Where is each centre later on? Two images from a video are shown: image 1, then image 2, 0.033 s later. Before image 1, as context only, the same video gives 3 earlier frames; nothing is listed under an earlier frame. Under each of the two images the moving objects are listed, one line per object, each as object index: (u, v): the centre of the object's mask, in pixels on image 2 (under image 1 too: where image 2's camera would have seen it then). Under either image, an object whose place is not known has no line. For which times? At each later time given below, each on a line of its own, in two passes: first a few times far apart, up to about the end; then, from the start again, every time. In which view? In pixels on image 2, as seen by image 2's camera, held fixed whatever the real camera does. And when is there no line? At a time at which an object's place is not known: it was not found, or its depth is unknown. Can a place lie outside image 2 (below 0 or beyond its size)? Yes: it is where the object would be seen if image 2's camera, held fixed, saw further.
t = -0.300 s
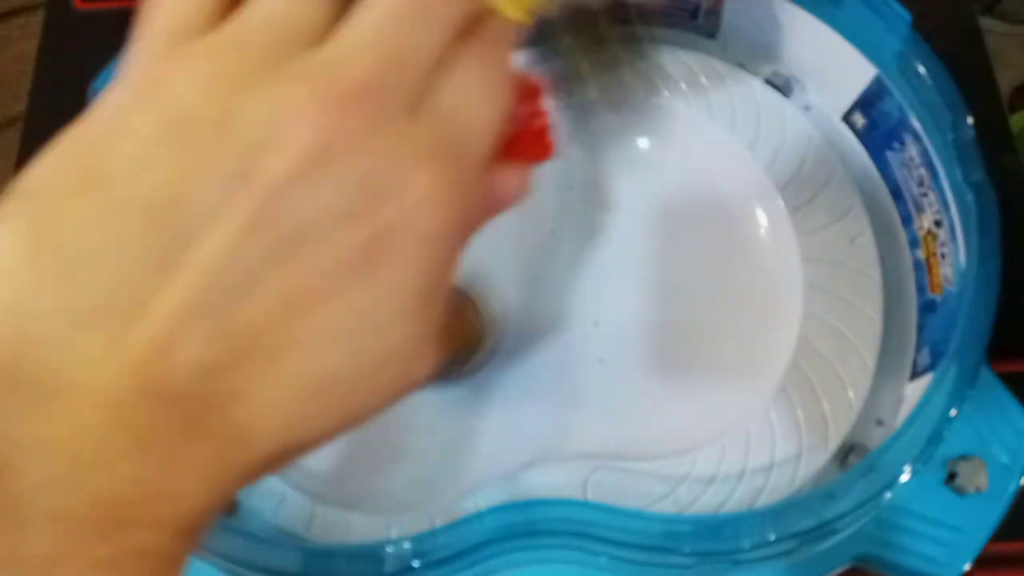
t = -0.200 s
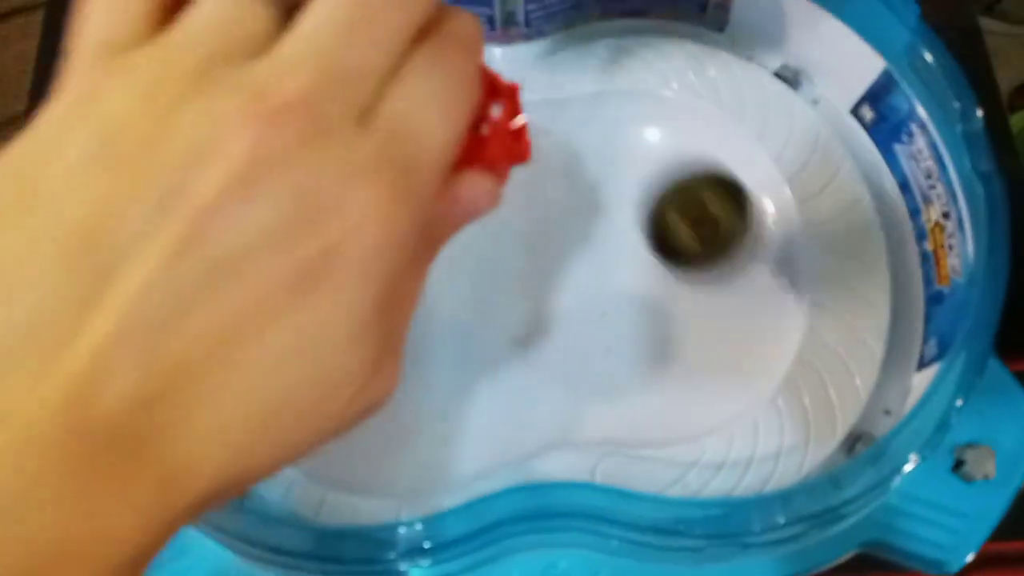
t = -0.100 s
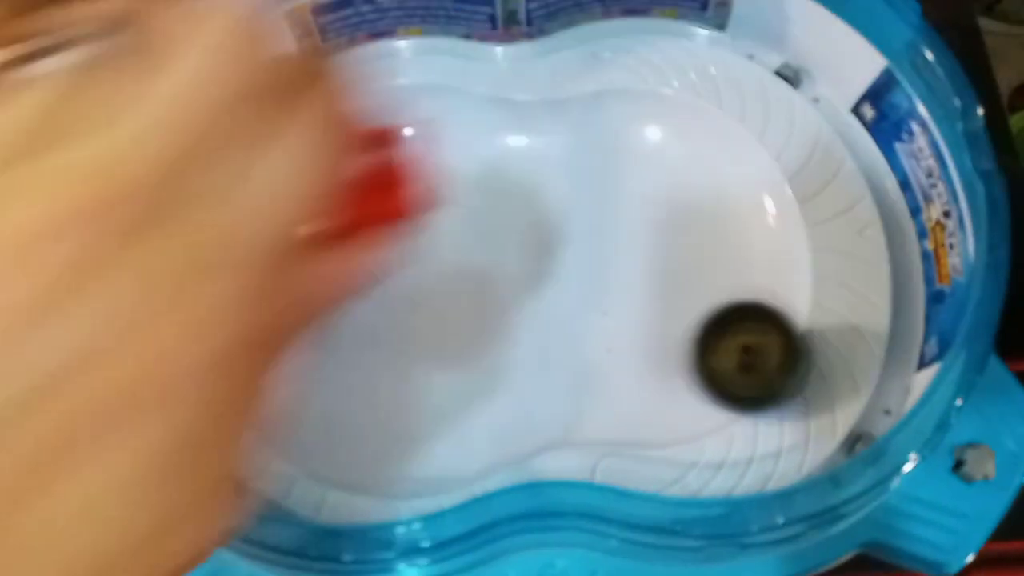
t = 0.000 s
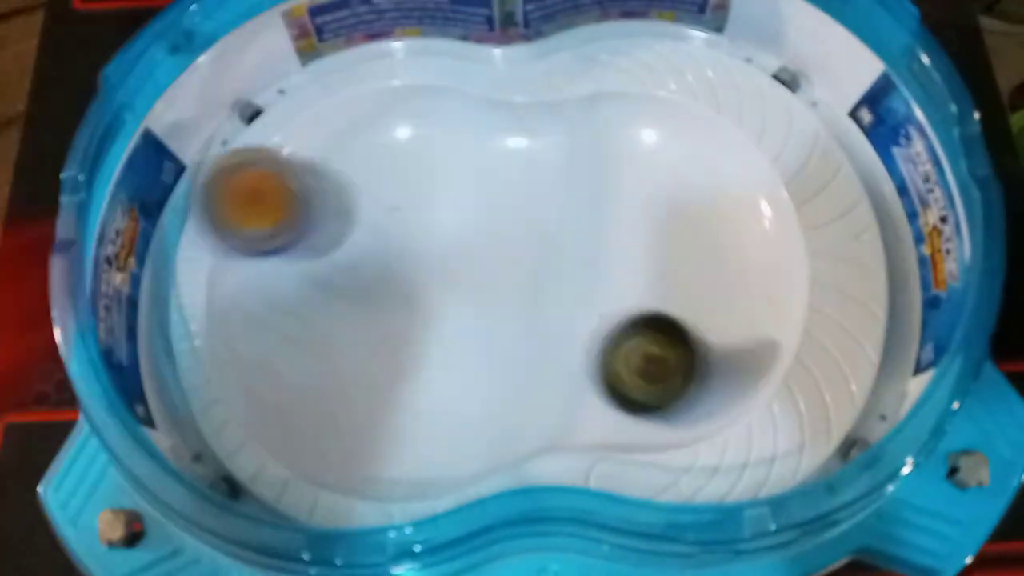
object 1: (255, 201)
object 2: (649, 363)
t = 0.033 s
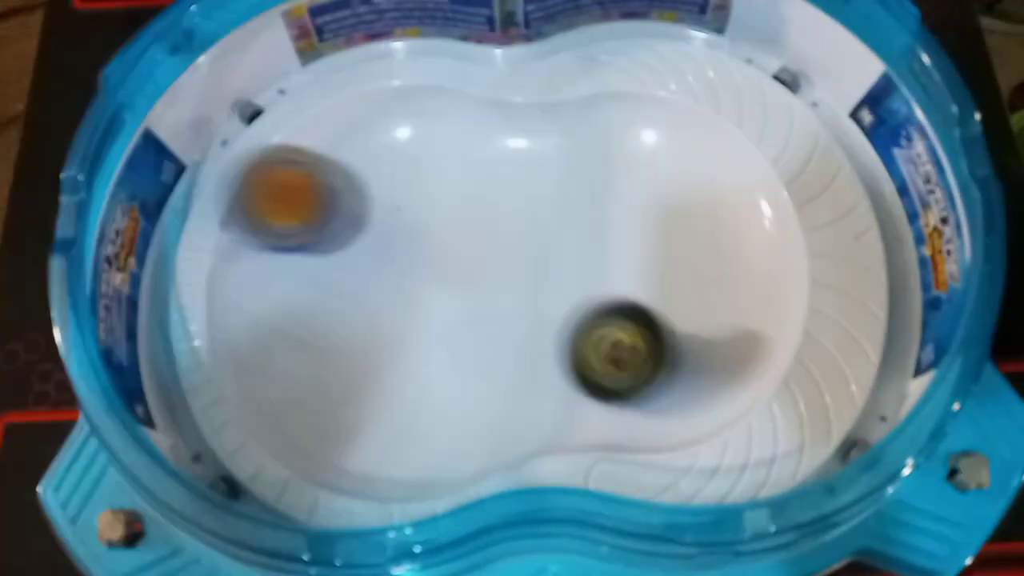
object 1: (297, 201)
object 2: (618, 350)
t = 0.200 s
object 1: (451, 174)
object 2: (518, 256)
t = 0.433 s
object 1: (444, 212)
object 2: (741, 323)
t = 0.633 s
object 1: (404, 345)
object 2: (738, 230)
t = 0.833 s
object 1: (296, 303)
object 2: (593, 219)
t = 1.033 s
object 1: (373, 175)
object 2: (559, 353)
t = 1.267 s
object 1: (565, 250)
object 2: (721, 333)
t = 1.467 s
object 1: (546, 348)
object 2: (602, 226)
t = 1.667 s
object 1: (391, 397)
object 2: (370, 225)
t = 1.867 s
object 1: (349, 326)
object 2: (237, 251)
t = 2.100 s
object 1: (493, 265)
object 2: (336, 279)
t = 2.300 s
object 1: (625, 262)
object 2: (426, 194)
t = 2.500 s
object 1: (722, 296)
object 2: (381, 119)
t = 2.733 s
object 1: (597, 324)
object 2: (394, 236)
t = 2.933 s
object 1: (589, 218)
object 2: (494, 288)
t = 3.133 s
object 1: (692, 162)
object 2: (612, 354)
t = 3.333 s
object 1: (700, 269)
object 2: (740, 355)
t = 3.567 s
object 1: (531, 255)
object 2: (678, 277)
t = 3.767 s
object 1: (415, 240)
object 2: (537, 256)
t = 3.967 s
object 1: (320, 181)
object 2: (422, 232)
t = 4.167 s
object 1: (397, 130)
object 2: (372, 254)
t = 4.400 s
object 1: (414, 248)
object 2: (357, 344)
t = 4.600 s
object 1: (337, 278)
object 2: (407, 409)
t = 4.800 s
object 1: (325, 225)
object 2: (447, 341)
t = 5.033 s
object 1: (379, 230)
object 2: (477, 289)
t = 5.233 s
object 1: (372, 297)
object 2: (511, 270)
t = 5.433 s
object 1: (334, 288)
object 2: (536, 262)
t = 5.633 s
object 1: (400, 277)
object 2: (542, 260)
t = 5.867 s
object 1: (425, 351)
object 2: (531, 259)
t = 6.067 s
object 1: (373, 354)
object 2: (503, 257)
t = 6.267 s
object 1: (388, 279)
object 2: (492, 242)
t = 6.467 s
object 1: (387, 234)
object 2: (560, 211)
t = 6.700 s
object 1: (426, 280)
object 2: (635, 246)
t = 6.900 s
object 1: (368, 297)
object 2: (694, 281)
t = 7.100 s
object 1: (390, 238)
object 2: (693, 283)
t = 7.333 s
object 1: (440, 291)
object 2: (619, 291)
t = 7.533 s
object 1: (382, 327)
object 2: (536, 263)
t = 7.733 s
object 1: (365, 265)
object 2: (450, 189)
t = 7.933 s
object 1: (403, 260)
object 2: (366, 119)
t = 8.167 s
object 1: (407, 332)
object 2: (355, 232)
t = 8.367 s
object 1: (379, 407)
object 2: (377, 244)
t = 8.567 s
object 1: (364, 355)
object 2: (405, 245)
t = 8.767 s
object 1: (429, 337)
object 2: (430, 209)
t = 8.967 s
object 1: (473, 317)
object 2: (424, 199)
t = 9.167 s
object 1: (514, 256)
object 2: (396, 235)
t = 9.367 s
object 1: (561, 198)
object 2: (365, 301)
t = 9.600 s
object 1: (628, 145)
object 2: (369, 355)
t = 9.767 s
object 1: (679, 172)
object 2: (392, 351)
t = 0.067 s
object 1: (325, 195)
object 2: (591, 335)
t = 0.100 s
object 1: (359, 180)
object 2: (568, 317)
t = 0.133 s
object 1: (393, 172)
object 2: (546, 296)
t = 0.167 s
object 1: (423, 170)
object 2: (528, 274)
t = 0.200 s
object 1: (451, 174)
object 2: (518, 256)
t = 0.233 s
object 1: (453, 167)
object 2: (532, 262)
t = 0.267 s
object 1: (450, 160)
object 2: (557, 271)
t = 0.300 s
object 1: (446, 159)
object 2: (584, 280)
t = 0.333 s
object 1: (443, 165)
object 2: (620, 297)
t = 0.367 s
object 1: (442, 176)
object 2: (657, 310)
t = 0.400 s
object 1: (442, 192)
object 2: (693, 319)
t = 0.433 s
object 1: (444, 212)
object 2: (741, 323)
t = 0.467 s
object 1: (449, 236)
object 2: (767, 305)
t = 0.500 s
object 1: (454, 262)
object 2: (779, 285)
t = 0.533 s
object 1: (452, 285)
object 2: (787, 273)
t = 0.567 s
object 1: (443, 306)
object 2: (780, 259)
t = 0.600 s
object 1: (425, 328)
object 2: (762, 247)
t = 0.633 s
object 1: (404, 345)
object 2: (738, 230)
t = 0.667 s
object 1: (379, 357)
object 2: (711, 218)
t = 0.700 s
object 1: (353, 360)
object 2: (682, 206)
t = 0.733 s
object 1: (331, 354)
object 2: (655, 200)
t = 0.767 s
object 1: (315, 343)
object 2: (631, 199)
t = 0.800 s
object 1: (303, 325)
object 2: (611, 206)
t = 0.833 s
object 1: (296, 303)
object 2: (593, 219)
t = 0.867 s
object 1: (294, 278)
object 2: (576, 237)
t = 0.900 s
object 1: (299, 251)
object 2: (564, 262)
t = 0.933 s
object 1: (309, 228)
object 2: (556, 288)
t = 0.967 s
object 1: (324, 208)
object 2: (551, 313)
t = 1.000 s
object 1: (345, 189)
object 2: (552, 335)
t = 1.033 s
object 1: (373, 175)
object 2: (559, 353)
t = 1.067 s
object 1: (405, 168)
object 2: (572, 368)
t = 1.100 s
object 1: (435, 168)
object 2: (592, 380)
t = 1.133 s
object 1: (461, 176)
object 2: (617, 387)
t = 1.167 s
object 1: (489, 192)
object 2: (647, 389)
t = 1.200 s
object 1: (517, 210)
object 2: (682, 381)
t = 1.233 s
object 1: (543, 230)
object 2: (708, 360)
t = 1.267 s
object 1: (565, 250)
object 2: (721, 333)
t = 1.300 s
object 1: (578, 271)
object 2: (721, 304)
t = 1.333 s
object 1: (585, 291)
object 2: (710, 280)
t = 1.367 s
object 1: (584, 310)
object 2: (693, 258)
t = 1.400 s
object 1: (576, 327)
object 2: (667, 243)
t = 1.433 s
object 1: (563, 339)
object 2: (634, 231)
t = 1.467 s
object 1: (546, 348)
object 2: (602, 226)
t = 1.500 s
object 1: (524, 355)
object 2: (568, 225)
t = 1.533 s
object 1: (500, 362)
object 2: (528, 225)
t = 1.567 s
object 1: (472, 372)
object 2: (489, 225)
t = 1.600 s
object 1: (447, 383)
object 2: (445, 226)
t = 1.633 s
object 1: (419, 393)
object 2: (402, 226)
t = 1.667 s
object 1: (391, 397)
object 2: (370, 225)
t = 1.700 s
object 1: (365, 392)
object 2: (339, 228)
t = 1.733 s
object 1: (342, 378)
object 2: (311, 237)
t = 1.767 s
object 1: (324, 358)
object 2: (284, 252)
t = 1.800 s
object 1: (327, 350)
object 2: (254, 259)
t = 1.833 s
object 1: (339, 341)
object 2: (238, 251)
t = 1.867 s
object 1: (349, 326)
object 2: (237, 251)
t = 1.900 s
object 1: (360, 306)
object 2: (244, 260)
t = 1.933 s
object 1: (382, 287)
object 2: (253, 267)
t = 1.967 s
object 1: (406, 274)
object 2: (263, 270)
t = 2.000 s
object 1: (428, 265)
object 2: (281, 275)
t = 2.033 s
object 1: (449, 262)
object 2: (297, 279)
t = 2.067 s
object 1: (470, 263)
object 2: (316, 280)
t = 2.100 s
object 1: (493, 265)
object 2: (336, 279)
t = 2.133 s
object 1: (514, 267)
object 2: (356, 274)
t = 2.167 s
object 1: (537, 266)
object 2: (376, 265)
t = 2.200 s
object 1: (559, 266)
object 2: (393, 253)
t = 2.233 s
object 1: (579, 266)
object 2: (407, 236)
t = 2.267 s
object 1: (600, 265)
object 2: (419, 216)
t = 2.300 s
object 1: (625, 262)
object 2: (426, 194)
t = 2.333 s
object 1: (648, 259)
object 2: (431, 171)
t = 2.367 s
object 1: (671, 257)
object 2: (429, 146)
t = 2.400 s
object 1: (690, 259)
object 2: (424, 122)
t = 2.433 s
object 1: (704, 266)
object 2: (412, 107)
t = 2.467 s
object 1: (712, 276)
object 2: (396, 105)
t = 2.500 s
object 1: (722, 296)
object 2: (381, 119)
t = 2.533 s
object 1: (722, 315)
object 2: (366, 138)
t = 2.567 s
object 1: (713, 333)
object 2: (356, 160)
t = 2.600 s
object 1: (696, 349)
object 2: (351, 179)
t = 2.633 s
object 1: (672, 357)
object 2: (356, 198)
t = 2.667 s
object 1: (644, 353)
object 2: (365, 213)
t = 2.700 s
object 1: (618, 340)
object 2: (379, 226)
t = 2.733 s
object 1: (597, 324)
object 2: (394, 236)
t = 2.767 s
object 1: (582, 305)
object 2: (410, 247)
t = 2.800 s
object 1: (572, 287)
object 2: (427, 255)
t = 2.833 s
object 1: (569, 271)
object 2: (443, 261)
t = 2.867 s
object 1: (570, 253)
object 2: (460, 268)
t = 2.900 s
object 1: (577, 236)
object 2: (478, 277)
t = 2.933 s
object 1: (589, 218)
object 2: (494, 288)
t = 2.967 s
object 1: (601, 202)
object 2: (510, 300)
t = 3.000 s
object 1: (615, 188)
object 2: (527, 313)
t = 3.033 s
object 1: (631, 174)
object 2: (546, 325)
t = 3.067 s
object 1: (650, 163)
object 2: (566, 335)
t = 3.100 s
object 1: (671, 159)
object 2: (589, 345)
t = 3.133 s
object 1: (692, 162)
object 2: (612, 354)
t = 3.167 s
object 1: (709, 172)
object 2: (636, 362)
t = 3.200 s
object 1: (726, 192)
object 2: (661, 367)
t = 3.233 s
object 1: (735, 216)
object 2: (685, 368)
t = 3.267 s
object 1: (741, 245)
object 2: (707, 362)
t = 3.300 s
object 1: (723, 259)
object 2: (727, 357)
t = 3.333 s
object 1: (700, 269)
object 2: (740, 355)
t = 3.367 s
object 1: (674, 280)
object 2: (746, 352)
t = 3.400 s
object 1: (648, 284)
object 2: (744, 342)
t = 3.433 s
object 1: (625, 281)
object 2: (737, 330)
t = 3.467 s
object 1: (598, 275)
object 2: (728, 314)
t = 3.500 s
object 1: (573, 267)
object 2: (715, 299)
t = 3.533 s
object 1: (553, 261)
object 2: (697, 285)
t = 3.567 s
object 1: (531, 255)
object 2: (678, 277)
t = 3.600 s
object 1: (510, 250)
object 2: (656, 271)
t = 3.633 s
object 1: (490, 245)
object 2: (634, 268)
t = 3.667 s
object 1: (471, 241)
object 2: (610, 267)
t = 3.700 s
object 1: (453, 239)
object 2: (587, 265)
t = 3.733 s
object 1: (434, 239)
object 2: (563, 262)
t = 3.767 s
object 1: (415, 240)
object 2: (537, 256)
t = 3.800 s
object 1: (397, 240)
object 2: (513, 250)
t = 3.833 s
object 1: (379, 236)
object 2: (486, 244)
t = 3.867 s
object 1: (355, 224)
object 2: (473, 240)
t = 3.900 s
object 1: (337, 213)
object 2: (458, 237)
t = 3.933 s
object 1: (327, 199)
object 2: (442, 235)
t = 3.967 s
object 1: (320, 181)
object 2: (422, 232)
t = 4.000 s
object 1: (319, 164)
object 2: (407, 233)
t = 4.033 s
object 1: (320, 146)
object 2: (399, 236)
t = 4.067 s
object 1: (336, 136)
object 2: (390, 239)
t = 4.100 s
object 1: (354, 129)
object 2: (383, 243)
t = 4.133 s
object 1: (374, 126)
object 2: (377, 248)
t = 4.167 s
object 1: (397, 130)
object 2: (372, 254)
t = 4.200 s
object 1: (414, 139)
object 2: (369, 262)
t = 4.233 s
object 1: (428, 160)
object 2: (365, 269)
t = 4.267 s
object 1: (432, 183)
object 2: (365, 277)
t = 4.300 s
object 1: (431, 205)
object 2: (365, 289)
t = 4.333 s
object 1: (428, 219)
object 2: (360, 305)
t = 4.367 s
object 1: (422, 234)
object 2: (357, 323)
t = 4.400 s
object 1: (414, 248)
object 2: (357, 344)
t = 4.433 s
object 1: (402, 260)
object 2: (358, 362)
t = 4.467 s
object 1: (390, 270)
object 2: (363, 379)
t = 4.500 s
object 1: (375, 277)
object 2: (371, 393)
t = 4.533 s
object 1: (362, 280)
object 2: (381, 403)
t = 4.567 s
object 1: (349, 280)
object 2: (394, 408)
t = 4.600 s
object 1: (337, 278)
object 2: (407, 409)
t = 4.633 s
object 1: (327, 273)
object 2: (422, 405)
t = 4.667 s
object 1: (316, 266)
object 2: (434, 397)
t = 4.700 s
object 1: (311, 257)
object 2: (443, 385)
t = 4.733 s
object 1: (313, 246)
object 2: (447, 372)
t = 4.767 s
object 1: (317, 234)
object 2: (448, 357)
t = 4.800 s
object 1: (325, 225)
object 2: (447, 341)
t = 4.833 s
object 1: (338, 219)
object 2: (444, 326)
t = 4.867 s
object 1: (352, 219)
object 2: (442, 312)
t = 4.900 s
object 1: (367, 223)
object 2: (442, 300)
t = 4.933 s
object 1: (367, 222)
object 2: (451, 299)
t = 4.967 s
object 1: (366, 222)
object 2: (460, 298)
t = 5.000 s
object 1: (372, 224)
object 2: (470, 294)
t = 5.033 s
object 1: (379, 230)
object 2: (477, 289)
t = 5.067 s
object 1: (383, 239)
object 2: (482, 285)
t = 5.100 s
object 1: (384, 251)
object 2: (488, 282)
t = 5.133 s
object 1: (384, 264)
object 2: (495, 279)
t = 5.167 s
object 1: (384, 276)
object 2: (501, 275)
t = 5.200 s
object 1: (379, 287)
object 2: (506, 272)
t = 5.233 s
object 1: (372, 297)
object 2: (511, 270)
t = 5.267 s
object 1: (364, 303)
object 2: (516, 268)
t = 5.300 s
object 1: (355, 307)
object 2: (521, 267)
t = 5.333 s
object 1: (346, 308)
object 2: (525, 265)
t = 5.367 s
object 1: (338, 305)
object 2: (530, 264)
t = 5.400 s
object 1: (334, 298)
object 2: (533, 263)
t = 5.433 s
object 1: (334, 288)
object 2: (536, 262)
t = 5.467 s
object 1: (339, 280)
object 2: (538, 262)
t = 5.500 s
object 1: (349, 273)
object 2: (540, 261)
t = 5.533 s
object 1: (360, 269)
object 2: (541, 261)
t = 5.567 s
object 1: (373, 269)
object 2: (542, 261)
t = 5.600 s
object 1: (387, 271)
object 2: (542, 260)
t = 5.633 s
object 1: (400, 277)
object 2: (542, 260)
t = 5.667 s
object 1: (410, 285)
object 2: (542, 260)
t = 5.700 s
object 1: (419, 295)
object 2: (541, 260)
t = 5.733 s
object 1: (425, 305)
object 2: (540, 259)
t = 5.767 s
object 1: (428, 317)
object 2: (538, 259)
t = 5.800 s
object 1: (429, 328)
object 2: (536, 259)
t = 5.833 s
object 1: (428, 339)
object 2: (534, 259)
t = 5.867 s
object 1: (425, 351)
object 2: (531, 259)
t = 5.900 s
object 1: (420, 361)
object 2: (527, 258)
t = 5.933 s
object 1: (412, 369)
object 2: (523, 258)
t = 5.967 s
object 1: (402, 373)
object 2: (518, 258)
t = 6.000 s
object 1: (390, 372)
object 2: (513, 258)
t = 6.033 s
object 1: (380, 365)
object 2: (508, 257)
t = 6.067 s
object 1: (373, 354)
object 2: (503, 257)
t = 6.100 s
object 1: (372, 338)
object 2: (497, 256)
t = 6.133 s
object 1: (374, 323)
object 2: (491, 255)
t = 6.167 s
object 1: (380, 308)
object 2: (485, 254)
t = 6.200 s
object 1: (381, 298)
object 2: (486, 251)
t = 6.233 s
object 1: (382, 289)
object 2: (490, 246)
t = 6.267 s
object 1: (388, 279)
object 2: (492, 242)
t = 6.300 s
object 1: (383, 275)
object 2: (506, 234)
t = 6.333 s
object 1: (376, 270)
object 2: (522, 225)
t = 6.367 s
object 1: (373, 262)
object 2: (533, 219)
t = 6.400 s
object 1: (374, 252)
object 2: (542, 214)
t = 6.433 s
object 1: (379, 242)
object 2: (551, 212)
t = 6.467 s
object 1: (387, 234)
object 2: (560, 211)
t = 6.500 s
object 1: (396, 230)
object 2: (569, 212)
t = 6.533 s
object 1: (406, 231)
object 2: (579, 214)
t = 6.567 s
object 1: (415, 236)
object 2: (589, 218)
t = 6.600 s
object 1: (424, 245)
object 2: (599, 223)
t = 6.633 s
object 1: (428, 256)
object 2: (611, 230)
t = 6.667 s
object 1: (429, 267)
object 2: (622, 237)
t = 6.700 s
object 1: (426, 280)
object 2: (635, 246)
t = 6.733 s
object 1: (420, 291)
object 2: (647, 255)
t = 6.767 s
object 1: (412, 301)
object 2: (659, 263)
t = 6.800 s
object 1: (399, 308)
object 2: (669, 269)
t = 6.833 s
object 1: (387, 309)
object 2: (679, 275)
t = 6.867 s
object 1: (376, 305)
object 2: (687, 279)
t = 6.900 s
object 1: (368, 297)
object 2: (694, 281)
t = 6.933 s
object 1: (362, 287)
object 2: (698, 283)
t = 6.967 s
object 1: (361, 274)
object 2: (700, 283)
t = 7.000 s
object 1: (363, 263)
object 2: (701, 283)
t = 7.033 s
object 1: (369, 252)
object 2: (700, 282)
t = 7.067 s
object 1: (378, 243)
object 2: (697, 282)
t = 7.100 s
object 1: (390, 238)
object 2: (693, 283)
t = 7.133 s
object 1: (402, 237)
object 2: (685, 283)
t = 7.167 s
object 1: (413, 240)
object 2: (676, 285)
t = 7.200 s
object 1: (424, 248)
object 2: (665, 285)
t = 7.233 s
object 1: (433, 257)
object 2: (654, 287)
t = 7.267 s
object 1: (438, 269)
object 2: (643, 289)
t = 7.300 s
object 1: (442, 280)
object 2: (631, 291)
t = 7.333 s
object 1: (440, 291)
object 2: (619, 291)
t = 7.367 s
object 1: (436, 303)
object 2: (606, 290)
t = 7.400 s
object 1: (429, 313)
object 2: (592, 287)
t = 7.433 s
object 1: (419, 323)
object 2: (578, 283)
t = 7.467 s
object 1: (407, 330)
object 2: (565, 277)
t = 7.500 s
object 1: (393, 331)
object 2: (551, 271)
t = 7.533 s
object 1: (382, 327)
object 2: (536, 263)
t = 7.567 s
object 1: (373, 317)
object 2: (521, 255)
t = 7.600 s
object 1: (367, 305)
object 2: (505, 246)
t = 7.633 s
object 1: (365, 292)
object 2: (488, 236)
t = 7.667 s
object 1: (366, 277)
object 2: (470, 226)
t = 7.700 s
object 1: (368, 268)
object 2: (454, 213)
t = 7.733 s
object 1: (365, 265)
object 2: (450, 189)
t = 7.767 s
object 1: (365, 261)
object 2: (445, 162)
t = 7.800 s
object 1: (370, 256)
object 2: (436, 139)
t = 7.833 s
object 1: (378, 253)
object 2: (422, 119)
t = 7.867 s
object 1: (387, 253)
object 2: (406, 108)
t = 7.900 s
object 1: (395, 255)
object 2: (384, 106)
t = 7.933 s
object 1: (403, 260)
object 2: (366, 119)
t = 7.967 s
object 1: (409, 267)
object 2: (351, 135)
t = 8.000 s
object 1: (413, 276)
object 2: (341, 152)
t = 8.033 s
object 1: (415, 287)
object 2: (338, 169)
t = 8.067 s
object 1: (414, 298)
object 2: (340, 189)
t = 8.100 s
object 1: (411, 308)
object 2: (345, 207)
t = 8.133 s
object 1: (407, 317)
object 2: (351, 225)
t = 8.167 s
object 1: (407, 332)
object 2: (355, 232)
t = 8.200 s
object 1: (403, 345)
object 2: (360, 242)
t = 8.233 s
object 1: (398, 354)
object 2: (366, 253)
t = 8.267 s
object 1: (397, 377)
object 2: (368, 247)
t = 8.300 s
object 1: (395, 393)
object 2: (373, 244)
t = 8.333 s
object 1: (387, 402)
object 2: (374, 245)
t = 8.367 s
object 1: (379, 407)
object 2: (377, 244)
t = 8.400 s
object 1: (368, 407)
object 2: (379, 245)
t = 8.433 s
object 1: (359, 403)
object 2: (385, 244)
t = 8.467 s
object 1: (351, 394)
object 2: (388, 244)
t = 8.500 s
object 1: (348, 383)
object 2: (395, 245)
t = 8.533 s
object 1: (356, 368)
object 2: (399, 245)
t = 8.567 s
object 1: (364, 355)
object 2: (405, 245)
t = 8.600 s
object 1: (374, 344)
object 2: (409, 244)
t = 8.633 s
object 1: (383, 342)
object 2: (416, 236)
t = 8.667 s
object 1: (395, 339)
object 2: (422, 227)
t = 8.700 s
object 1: (407, 337)
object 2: (425, 221)
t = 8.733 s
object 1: (419, 337)
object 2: (428, 214)
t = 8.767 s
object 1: (429, 337)
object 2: (430, 209)
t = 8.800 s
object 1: (438, 339)
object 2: (431, 205)
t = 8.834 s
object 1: (447, 340)
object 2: (431, 201)
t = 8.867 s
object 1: (455, 338)
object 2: (430, 200)
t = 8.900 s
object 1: (461, 333)
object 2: (428, 199)
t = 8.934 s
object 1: (467, 326)
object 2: (426, 199)
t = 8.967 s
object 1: (473, 317)
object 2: (424, 199)
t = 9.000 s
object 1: (479, 307)
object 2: (421, 201)
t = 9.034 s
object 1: (486, 297)
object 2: (418, 205)
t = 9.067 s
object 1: (493, 286)
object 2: (413, 211)
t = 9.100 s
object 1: (499, 277)
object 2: (407, 218)
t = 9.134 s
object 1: (507, 267)
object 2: (402, 226)
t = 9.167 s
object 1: (514, 256)
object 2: (396, 235)
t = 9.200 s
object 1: (522, 246)
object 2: (391, 246)
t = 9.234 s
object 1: (530, 236)
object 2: (385, 257)
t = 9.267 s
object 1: (538, 226)
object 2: (381, 269)
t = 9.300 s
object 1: (546, 216)
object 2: (377, 280)
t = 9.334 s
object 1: (554, 206)
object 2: (371, 292)
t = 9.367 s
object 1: (561, 198)
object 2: (365, 301)
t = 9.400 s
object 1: (570, 189)
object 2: (365, 312)
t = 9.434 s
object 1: (579, 181)
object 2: (361, 321)
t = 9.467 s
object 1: (588, 172)
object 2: (361, 330)
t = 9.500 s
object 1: (597, 165)
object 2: (361, 339)
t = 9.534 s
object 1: (606, 158)
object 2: (362, 346)
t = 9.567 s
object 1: (617, 151)
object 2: (366, 351)
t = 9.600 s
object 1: (628, 145)
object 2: (369, 355)
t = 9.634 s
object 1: (640, 143)
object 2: (373, 356)
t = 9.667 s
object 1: (652, 144)
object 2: (376, 356)
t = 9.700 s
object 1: (664, 149)
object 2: (381, 356)
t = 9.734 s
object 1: (673, 159)
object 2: (386, 354)
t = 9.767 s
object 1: (679, 172)
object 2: (392, 351)
